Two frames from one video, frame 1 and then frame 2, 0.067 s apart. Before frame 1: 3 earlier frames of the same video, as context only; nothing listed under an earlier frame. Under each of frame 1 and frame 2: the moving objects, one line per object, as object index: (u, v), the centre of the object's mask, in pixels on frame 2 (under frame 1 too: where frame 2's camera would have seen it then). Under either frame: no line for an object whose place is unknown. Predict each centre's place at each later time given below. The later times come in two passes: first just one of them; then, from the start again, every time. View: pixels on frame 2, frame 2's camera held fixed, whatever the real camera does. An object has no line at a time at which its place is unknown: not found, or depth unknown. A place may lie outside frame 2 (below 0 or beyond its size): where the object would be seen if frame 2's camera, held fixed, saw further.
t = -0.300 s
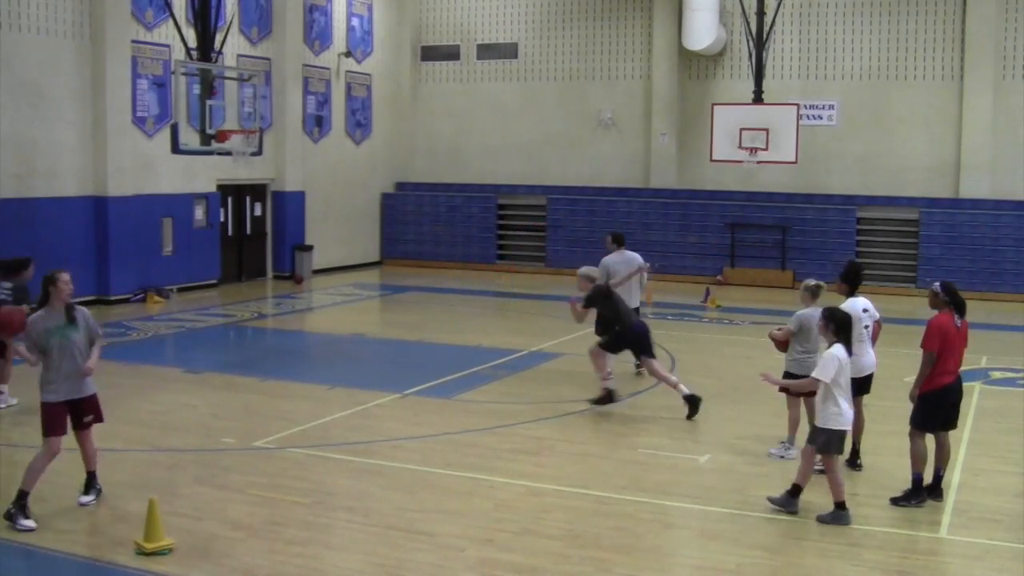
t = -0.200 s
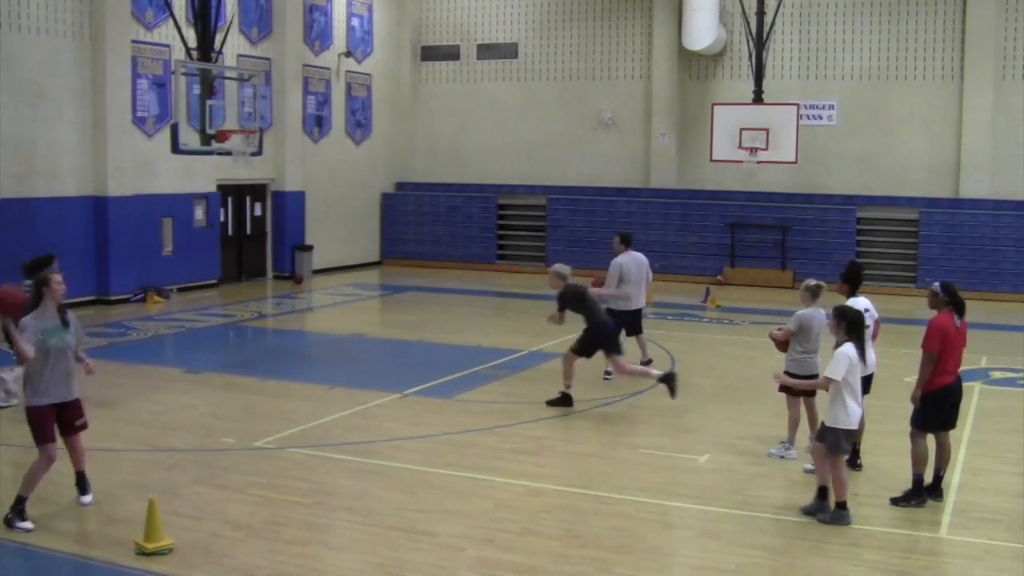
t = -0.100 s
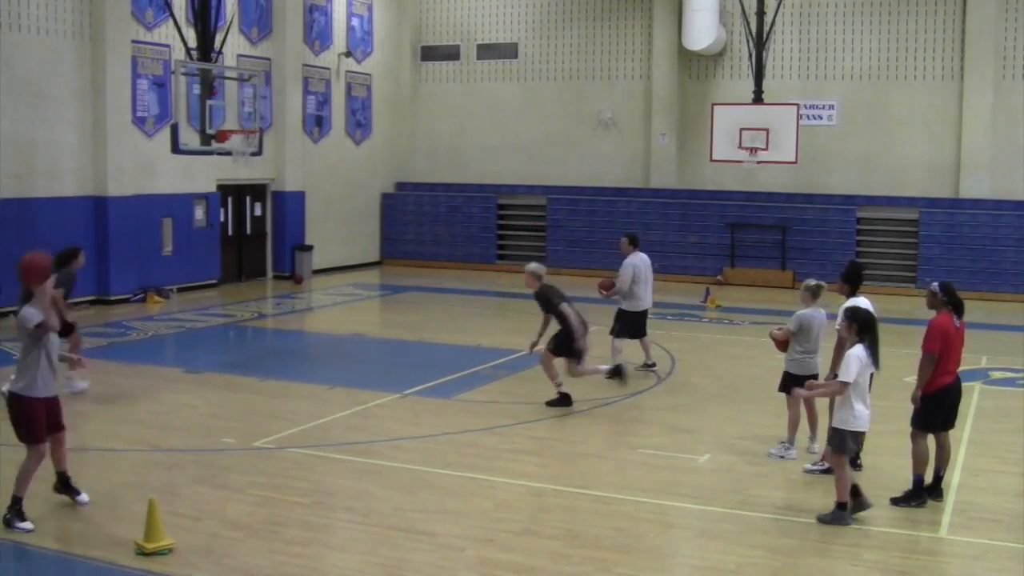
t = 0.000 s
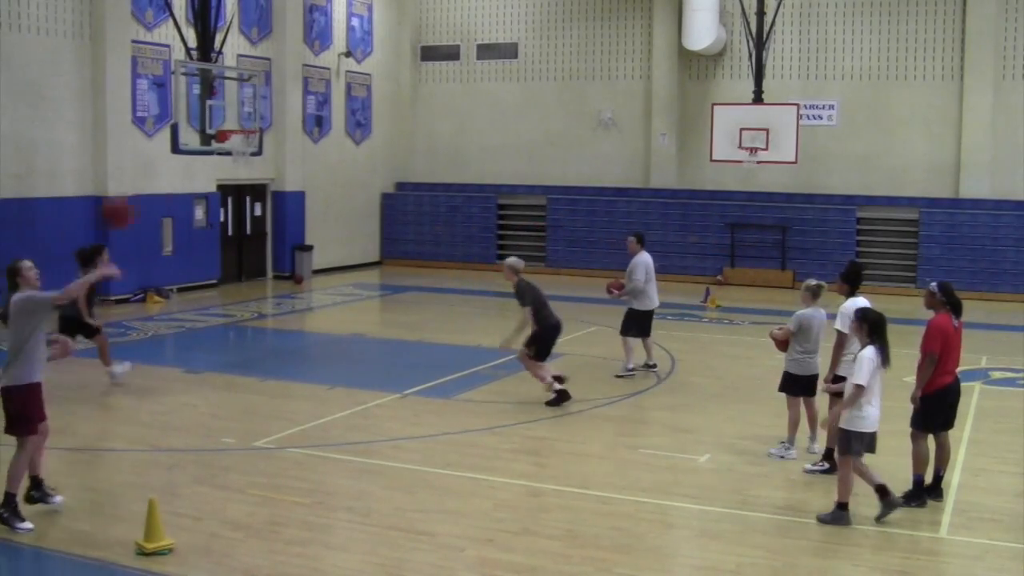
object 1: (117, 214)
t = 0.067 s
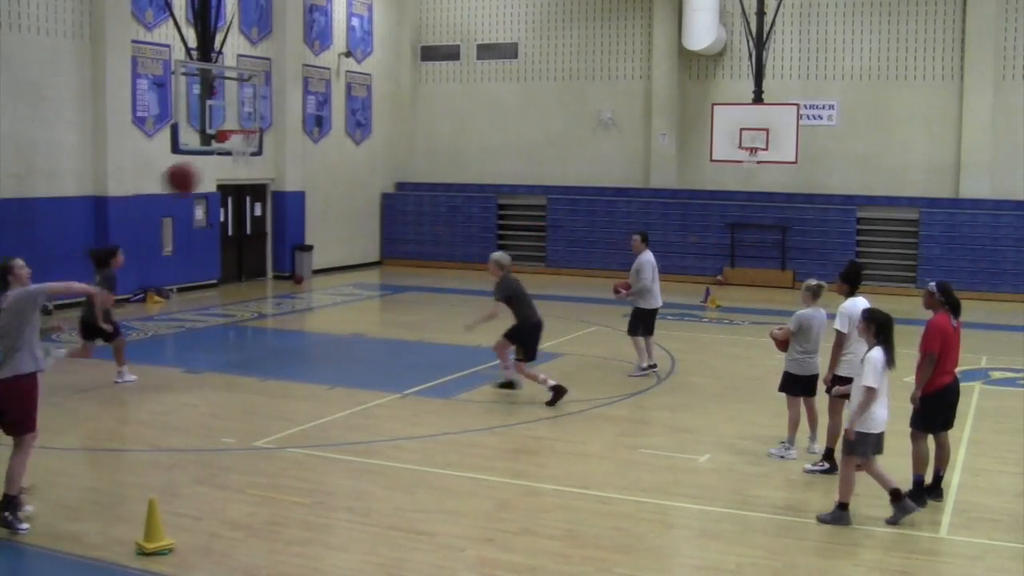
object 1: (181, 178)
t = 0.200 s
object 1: (307, 133)
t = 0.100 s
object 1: (213, 166)
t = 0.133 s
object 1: (244, 152)
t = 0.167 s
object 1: (277, 142)
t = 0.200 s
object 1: (307, 133)
